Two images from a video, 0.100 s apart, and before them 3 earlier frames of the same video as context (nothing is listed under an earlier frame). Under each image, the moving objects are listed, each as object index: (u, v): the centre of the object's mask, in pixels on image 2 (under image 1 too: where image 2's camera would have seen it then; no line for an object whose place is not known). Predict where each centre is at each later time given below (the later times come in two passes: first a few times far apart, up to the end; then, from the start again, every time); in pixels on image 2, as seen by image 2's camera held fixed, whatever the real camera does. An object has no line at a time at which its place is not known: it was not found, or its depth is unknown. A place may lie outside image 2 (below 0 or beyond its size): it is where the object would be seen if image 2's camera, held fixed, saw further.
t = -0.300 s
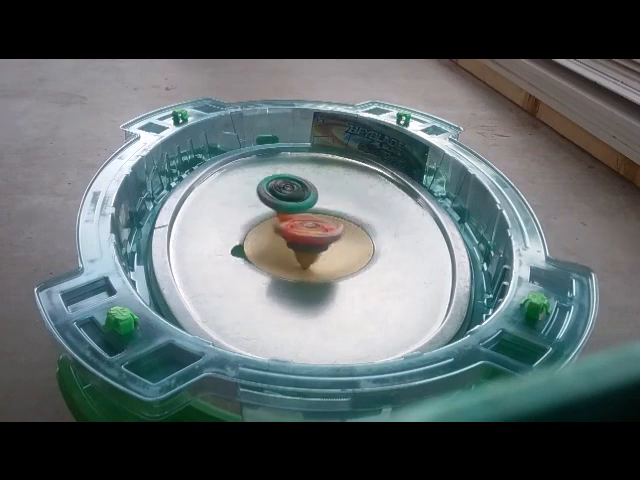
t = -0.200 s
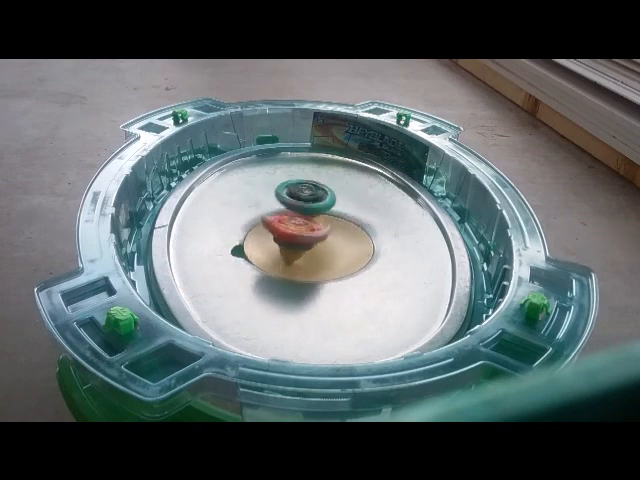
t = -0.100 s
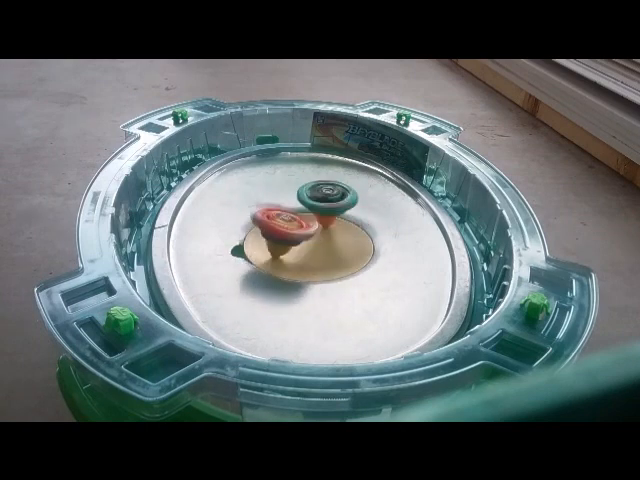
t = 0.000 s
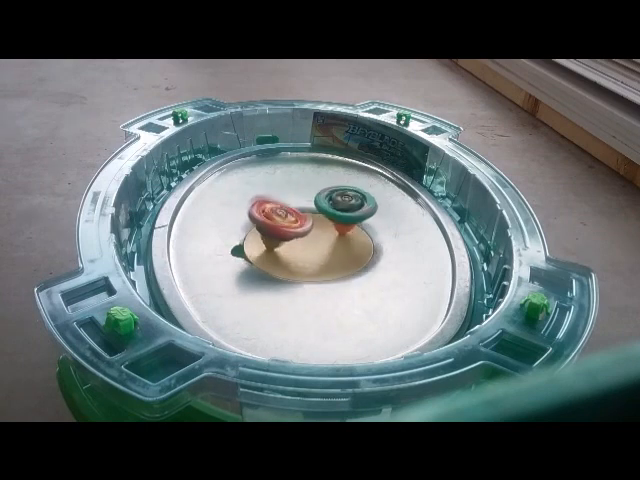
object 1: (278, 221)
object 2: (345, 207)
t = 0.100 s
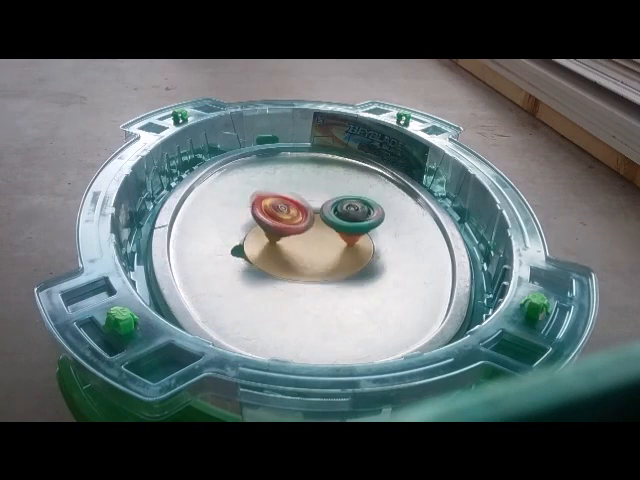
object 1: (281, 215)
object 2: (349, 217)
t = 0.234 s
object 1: (291, 208)
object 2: (348, 230)
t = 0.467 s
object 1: (320, 205)
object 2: (311, 246)
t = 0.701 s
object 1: (338, 220)
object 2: (268, 231)
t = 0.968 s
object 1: (325, 233)
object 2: (274, 205)
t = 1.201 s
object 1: (301, 232)
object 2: (312, 196)
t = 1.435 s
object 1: (282, 223)
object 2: (350, 208)
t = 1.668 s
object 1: (289, 213)
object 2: (352, 233)
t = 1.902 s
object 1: (308, 205)
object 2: (319, 245)
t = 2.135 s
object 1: (329, 211)
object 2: (279, 238)
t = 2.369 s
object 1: (333, 220)
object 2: (264, 219)
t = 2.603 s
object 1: (327, 232)
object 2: (275, 199)
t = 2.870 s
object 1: (305, 234)
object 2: (311, 193)
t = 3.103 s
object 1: (291, 230)
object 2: (340, 204)
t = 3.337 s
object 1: (286, 225)
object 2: (350, 210)
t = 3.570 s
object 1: (275, 222)
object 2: (357, 223)
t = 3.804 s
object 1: (279, 222)
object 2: (344, 231)
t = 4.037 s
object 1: (282, 220)
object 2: (350, 243)
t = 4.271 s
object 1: (298, 212)
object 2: (344, 238)
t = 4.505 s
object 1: (340, 203)
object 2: (306, 242)
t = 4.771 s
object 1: (333, 213)
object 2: (280, 222)
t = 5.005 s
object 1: (328, 220)
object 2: (281, 223)
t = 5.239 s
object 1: (327, 220)
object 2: (279, 224)
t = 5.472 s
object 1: (327, 220)
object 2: (277, 225)
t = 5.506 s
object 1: (327, 220)
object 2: (277, 225)
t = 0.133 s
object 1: (283, 213)
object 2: (350, 221)
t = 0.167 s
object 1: (285, 210)
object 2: (350, 224)
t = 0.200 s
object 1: (288, 209)
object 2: (349, 227)
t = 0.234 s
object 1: (291, 208)
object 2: (348, 230)
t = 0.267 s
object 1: (293, 207)
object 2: (345, 234)
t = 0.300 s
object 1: (297, 205)
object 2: (341, 237)
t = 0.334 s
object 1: (302, 204)
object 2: (337, 240)
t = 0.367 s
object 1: (306, 204)
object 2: (332, 243)
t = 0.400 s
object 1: (311, 204)
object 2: (325, 245)
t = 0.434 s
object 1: (315, 204)
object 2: (318, 246)
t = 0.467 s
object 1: (320, 205)
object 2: (311, 246)
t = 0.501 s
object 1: (322, 206)
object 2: (303, 245)
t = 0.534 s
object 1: (325, 207)
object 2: (298, 244)
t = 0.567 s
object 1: (329, 211)
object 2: (291, 242)
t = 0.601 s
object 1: (333, 213)
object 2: (283, 240)
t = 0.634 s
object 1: (335, 215)
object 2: (277, 237)
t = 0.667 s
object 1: (336, 218)
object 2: (272, 234)
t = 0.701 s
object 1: (338, 220)
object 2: (268, 231)
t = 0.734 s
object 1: (338, 222)
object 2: (266, 228)
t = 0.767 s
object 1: (338, 224)
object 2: (265, 225)
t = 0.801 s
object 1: (336, 226)
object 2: (265, 222)
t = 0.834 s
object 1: (336, 229)
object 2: (266, 218)
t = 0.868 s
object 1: (334, 230)
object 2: (268, 215)
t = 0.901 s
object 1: (331, 232)
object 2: (271, 212)
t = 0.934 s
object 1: (328, 233)
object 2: (272, 209)
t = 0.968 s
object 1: (325, 233)
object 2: (274, 205)
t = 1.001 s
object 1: (321, 235)
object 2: (278, 202)
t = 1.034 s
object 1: (318, 235)
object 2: (283, 199)
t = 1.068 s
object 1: (315, 234)
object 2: (288, 196)
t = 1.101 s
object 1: (310, 234)
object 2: (293, 196)
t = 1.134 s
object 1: (307, 233)
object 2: (300, 194)
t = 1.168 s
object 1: (305, 233)
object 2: (306, 196)
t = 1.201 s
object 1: (301, 232)
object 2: (312, 196)
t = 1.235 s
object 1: (295, 230)
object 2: (319, 196)
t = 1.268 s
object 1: (291, 229)
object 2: (325, 197)
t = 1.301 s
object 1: (289, 230)
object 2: (332, 198)
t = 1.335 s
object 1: (287, 229)
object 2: (339, 200)
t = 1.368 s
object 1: (285, 226)
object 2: (343, 202)
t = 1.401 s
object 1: (284, 225)
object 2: (346, 204)
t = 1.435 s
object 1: (282, 223)
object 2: (350, 208)
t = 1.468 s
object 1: (283, 221)
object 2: (352, 213)
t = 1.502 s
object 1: (284, 220)
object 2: (351, 216)
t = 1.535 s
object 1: (284, 218)
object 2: (351, 220)
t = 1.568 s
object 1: (282, 216)
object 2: (353, 223)
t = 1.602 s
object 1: (286, 214)
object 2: (353, 226)
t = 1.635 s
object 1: (289, 213)
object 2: (352, 230)
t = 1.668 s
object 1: (289, 213)
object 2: (352, 233)
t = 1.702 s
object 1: (291, 211)
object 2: (349, 235)
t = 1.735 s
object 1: (294, 210)
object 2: (344, 237)
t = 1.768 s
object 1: (298, 210)
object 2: (340, 239)
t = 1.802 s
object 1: (302, 208)
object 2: (337, 242)
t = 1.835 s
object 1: (303, 207)
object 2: (331, 244)
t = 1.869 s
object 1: (306, 207)
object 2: (324, 244)
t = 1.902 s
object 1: (308, 205)
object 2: (319, 245)
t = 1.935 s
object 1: (312, 206)
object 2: (313, 245)
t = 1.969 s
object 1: (318, 206)
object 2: (306, 245)
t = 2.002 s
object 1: (319, 207)
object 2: (300, 245)
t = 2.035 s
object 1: (320, 207)
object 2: (295, 243)
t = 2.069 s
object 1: (322, 208)
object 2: (290, 242)
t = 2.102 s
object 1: (326, 210)
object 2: (284, 240)
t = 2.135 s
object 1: (329, 211)
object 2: (279, 238)
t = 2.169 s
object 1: (328, 212)
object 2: (274, 234)
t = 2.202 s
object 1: (329, 214)
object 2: (271, 233)
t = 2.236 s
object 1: (331, 214)
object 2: (269, 230)
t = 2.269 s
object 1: (333, 216)
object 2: (265, 227)
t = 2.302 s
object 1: (333, 217)
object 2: (262, 224)
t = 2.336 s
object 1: (334, 219)
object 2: (263, 221)
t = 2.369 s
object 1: (333, 220)
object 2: (264, 219)
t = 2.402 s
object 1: (333, 222)
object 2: (264, 216)
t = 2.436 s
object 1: (332, 223)
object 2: (266, 214)
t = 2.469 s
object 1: (330, 225)
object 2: (267, 211)
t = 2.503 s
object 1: (331, 225)
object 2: (267, 207)
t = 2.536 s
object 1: (330, 229)
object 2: (268, 204)
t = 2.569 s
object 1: (327, 229)
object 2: (271, 201)
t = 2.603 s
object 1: (327, 232)
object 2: (275, 199)
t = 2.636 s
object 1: (327, 232)
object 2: (278, 198)
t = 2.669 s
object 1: (327, 230)
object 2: (282, 198)
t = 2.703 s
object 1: (322, 231)
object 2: (289, 197)
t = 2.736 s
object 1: (319, 231)
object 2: (293, 197)
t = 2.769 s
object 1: (314, 231)
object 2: (296, 196)
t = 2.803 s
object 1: (312, 232)
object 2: (300, 195)
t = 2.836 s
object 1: (308, 233)
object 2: (305, 194)
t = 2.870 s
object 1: (305, 234)
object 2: (311, 193)
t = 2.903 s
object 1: (304, 235)
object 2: (315, 196)
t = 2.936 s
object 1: (304, 234)
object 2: (320, 197)
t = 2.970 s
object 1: (304, 233)
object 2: (324, 197)
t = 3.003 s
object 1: (300, 232)
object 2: (329, 201)
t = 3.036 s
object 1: (296, 230)
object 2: (332, 202)
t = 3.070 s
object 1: (294, 230)
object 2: (335, 204)
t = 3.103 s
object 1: (291, 230)
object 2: (340, 204)
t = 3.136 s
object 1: (286, 230)
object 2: (346, 204)
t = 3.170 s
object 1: (285, 231)
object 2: (349, 203)
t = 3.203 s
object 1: (283, 229)
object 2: (352, 201)
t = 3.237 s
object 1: (285, 229)
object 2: (355, 202)
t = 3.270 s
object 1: (286, 228)
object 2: (357, 203)
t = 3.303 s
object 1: (287, 227)
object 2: (354, 207)
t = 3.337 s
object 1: (286, 225)
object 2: (350, 210)
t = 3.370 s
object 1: (284, 223)
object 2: (350, 214)
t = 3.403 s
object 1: (278, 223)
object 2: (353, 215)
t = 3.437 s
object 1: (275, 223)
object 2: (351, 217)
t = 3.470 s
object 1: (278, 224)
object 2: (346, 218)
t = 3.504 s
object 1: (280, 224)
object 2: (347, 218)
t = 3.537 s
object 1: (278, 222)
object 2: (354, 221)
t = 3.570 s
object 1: (275, 222)
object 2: (357, 223)
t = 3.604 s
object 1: (273, 220)
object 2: (357, 226)
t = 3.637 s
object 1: (275, 220)
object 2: (355, 225)
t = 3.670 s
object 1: (278, 220)
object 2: (358, 226)
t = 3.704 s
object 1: (280, 219)
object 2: (358, 228)
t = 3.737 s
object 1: (282, 221)
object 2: (355, 229)
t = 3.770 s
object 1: (280, 223)
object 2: (350, 231)
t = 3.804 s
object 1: (279, 222)
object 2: (344, 231)
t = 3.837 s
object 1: (280, 222)
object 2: (341, 232)
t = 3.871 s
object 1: (282, 223)
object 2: (341, 234)
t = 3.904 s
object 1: (284, 224)
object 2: (341, 236)
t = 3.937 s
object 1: (285, 224)
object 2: (342, 239)
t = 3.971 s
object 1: (284, 224)
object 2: (344, 246)
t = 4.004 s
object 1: (284, 223)
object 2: (347, 243)
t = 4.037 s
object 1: (282, 220)
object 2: (350, 243)
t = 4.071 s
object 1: (284, 217)
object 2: (349, 242)
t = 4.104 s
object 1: (288, 216)
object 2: (349, 243)
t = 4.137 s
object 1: (291, 219)
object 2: (351, 242)
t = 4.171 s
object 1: (292, 215)
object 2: (349, 238)
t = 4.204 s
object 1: (295, 217)
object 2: (346, 236)
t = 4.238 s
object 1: (297, 215)
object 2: (344, 237)
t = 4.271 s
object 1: (298, 212)
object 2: (344, 238)
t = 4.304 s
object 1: (300, 210)
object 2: (343, 239)
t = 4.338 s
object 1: (305, 208)
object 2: (341, 239)
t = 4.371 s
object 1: (309, 205)
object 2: (336, 238)
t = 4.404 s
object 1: (323, 199)
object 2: (331, 240)
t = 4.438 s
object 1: (336, 200)
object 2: (324, 241)
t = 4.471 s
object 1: (340, 201)
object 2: (315, 242)
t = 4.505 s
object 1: (340, 203)
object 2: (306, 242)
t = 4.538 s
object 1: (339, 204)
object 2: (294, 241)
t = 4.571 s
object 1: (339, 202)
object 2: (282, 239)
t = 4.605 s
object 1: (339, 202)
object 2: (271, 234)
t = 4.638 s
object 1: (338, 204)
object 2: (268, 231)
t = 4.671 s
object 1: (339, 204)
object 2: (269, 228)
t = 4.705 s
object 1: (338, 206)
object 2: (272, 228)
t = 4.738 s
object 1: (336, 210)
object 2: (276, 225)
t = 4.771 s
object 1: (333, 213)
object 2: (280, 222)
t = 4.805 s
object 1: (332, 216)
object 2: (283, 221)
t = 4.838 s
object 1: (331, 217)
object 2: (283, 222)
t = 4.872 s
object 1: (330, 218)
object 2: (282, 222)
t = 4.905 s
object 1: (329, 219)
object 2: (282, 222)
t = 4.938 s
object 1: (329, 219)
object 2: (281, 223)
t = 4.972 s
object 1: (328, 220)
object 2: (281, 223)
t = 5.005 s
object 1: (328, 220)
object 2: (281, 223)
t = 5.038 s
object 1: (328, 220)
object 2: (281, 223)
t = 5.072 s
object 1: (328, 220)
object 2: (280, 223)
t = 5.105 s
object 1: (328, 220)
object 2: (280, 223)
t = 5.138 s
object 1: (328, 220)
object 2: (280, 224)
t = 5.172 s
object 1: (328, 220)
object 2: (280, 224)
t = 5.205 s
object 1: (327, 220)
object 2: (279, 224)
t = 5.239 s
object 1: (327, 220)
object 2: (279, 224)
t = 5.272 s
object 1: (327, 220)
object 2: (279, 224)
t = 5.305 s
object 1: (327, 220)
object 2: (278, 224)
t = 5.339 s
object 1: (327, 220)
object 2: (278, 225)
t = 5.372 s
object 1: (327, 220)
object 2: (278, 225)
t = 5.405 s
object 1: (327, 220)
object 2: (278, 225)
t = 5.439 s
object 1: (327, 220)
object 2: (277, 225)
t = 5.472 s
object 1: (327, 220)
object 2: (277, 225)
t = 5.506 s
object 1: (327, 220)
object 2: (277, 225)
